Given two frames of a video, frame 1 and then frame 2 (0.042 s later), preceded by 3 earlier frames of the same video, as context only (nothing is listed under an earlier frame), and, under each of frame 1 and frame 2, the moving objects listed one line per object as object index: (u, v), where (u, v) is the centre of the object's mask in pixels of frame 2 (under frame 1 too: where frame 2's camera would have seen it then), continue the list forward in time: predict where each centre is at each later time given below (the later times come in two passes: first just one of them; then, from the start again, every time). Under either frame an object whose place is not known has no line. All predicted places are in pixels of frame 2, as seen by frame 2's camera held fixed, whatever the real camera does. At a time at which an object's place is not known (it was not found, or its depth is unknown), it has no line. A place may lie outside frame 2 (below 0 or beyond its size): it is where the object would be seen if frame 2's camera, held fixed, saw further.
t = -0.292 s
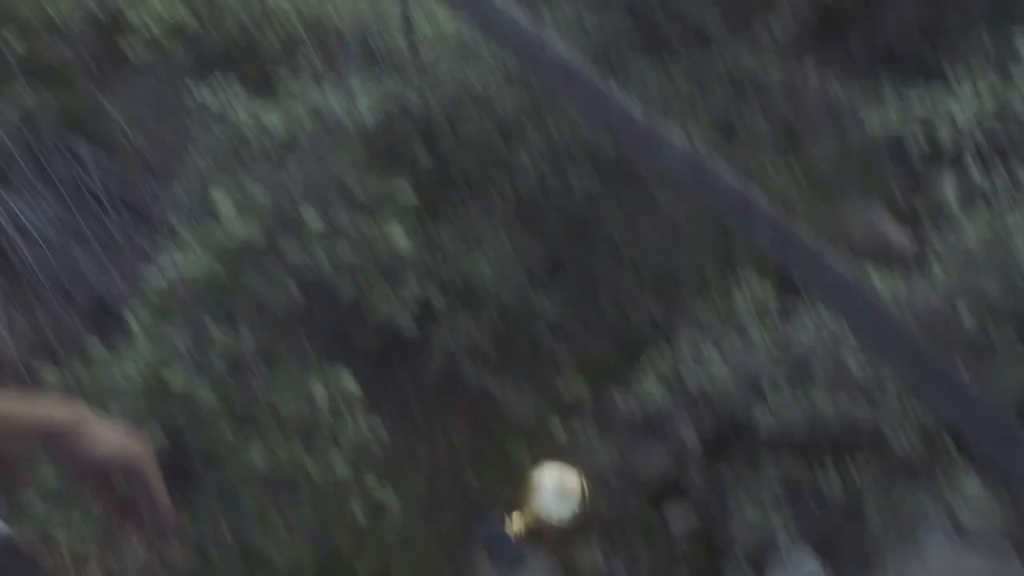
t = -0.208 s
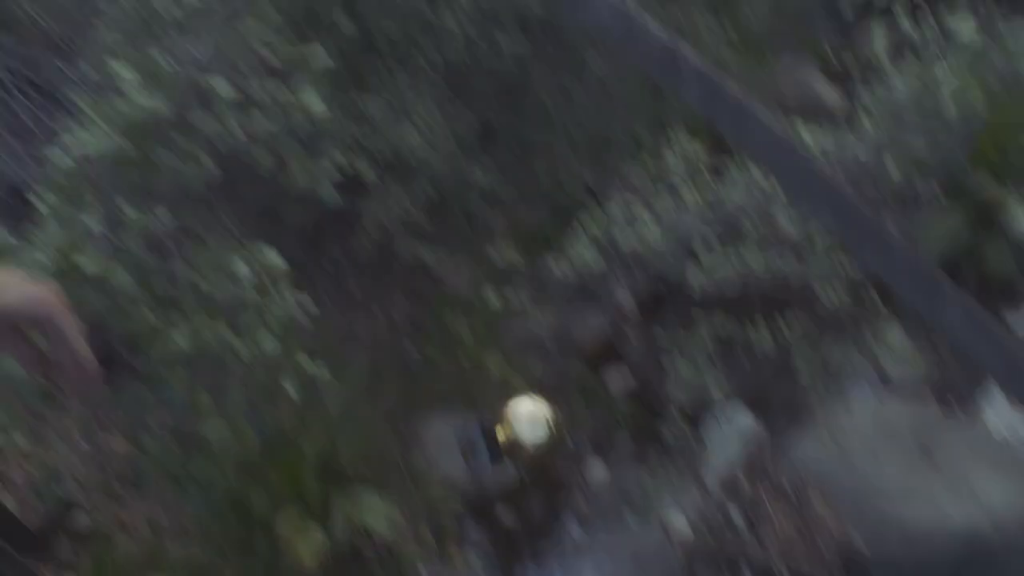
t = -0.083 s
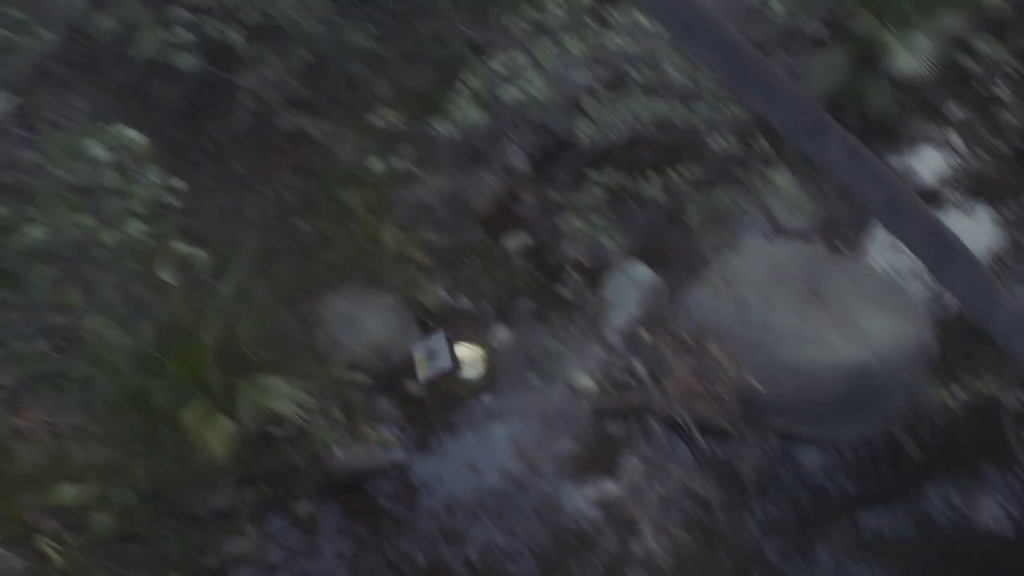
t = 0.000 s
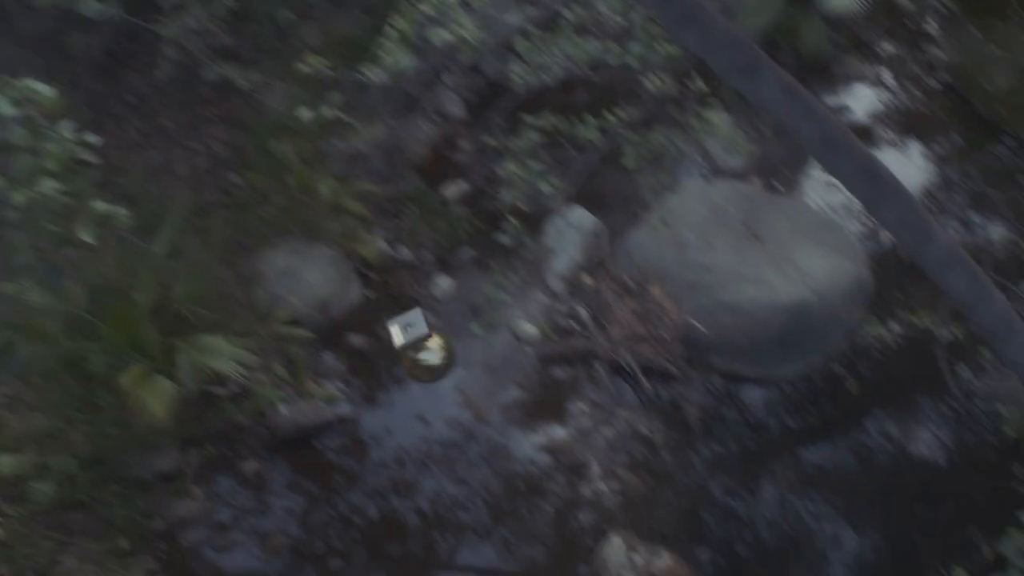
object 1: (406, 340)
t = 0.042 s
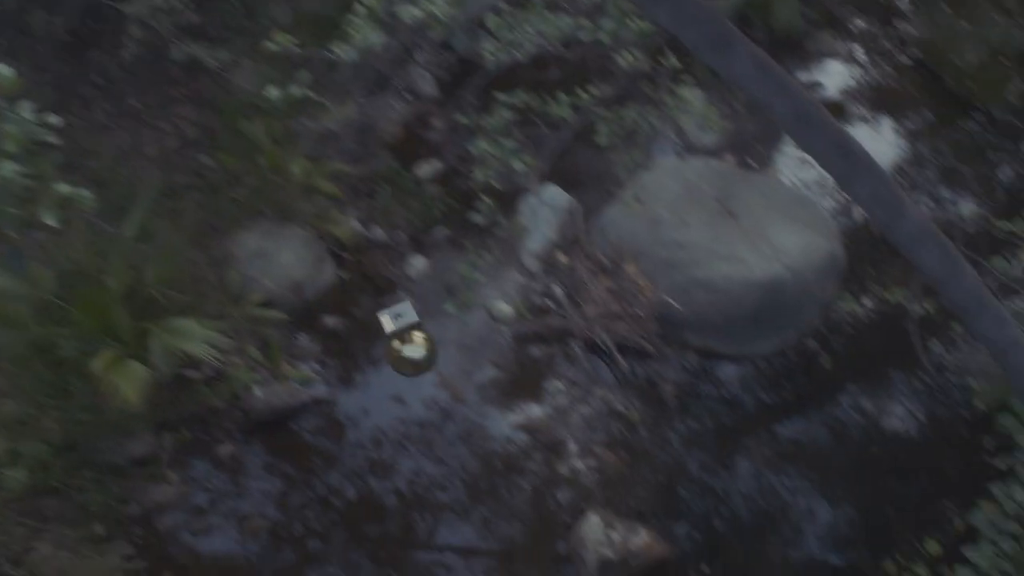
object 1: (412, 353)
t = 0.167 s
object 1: (426, 380)
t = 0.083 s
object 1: (416, 363)
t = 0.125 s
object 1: (421, 372)
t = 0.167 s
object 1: (426, 380)
